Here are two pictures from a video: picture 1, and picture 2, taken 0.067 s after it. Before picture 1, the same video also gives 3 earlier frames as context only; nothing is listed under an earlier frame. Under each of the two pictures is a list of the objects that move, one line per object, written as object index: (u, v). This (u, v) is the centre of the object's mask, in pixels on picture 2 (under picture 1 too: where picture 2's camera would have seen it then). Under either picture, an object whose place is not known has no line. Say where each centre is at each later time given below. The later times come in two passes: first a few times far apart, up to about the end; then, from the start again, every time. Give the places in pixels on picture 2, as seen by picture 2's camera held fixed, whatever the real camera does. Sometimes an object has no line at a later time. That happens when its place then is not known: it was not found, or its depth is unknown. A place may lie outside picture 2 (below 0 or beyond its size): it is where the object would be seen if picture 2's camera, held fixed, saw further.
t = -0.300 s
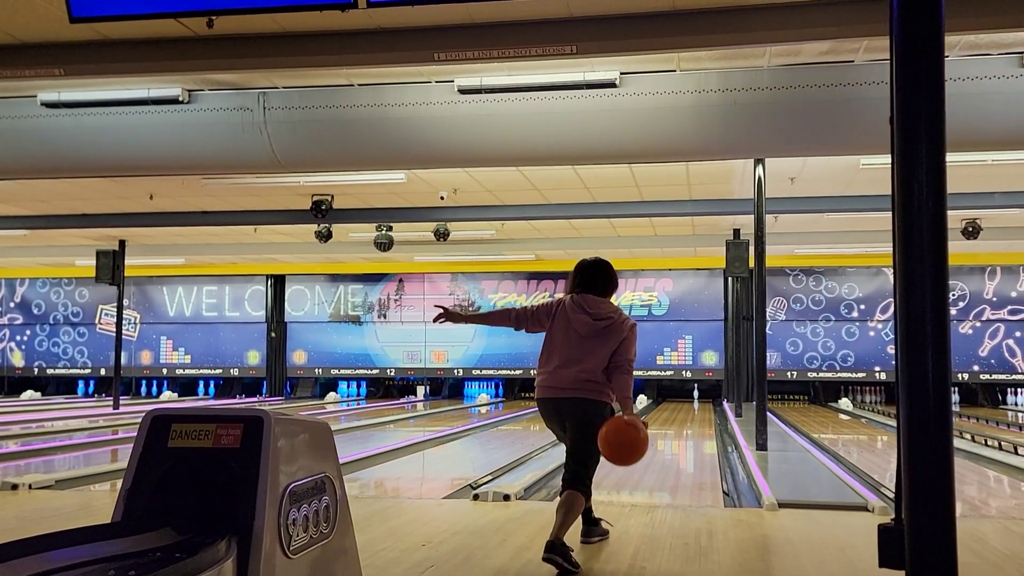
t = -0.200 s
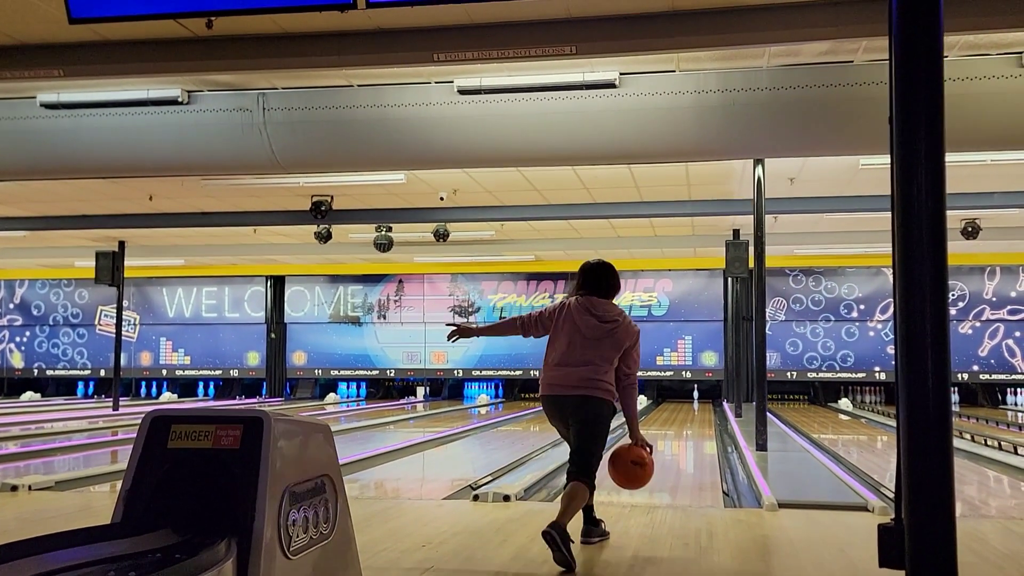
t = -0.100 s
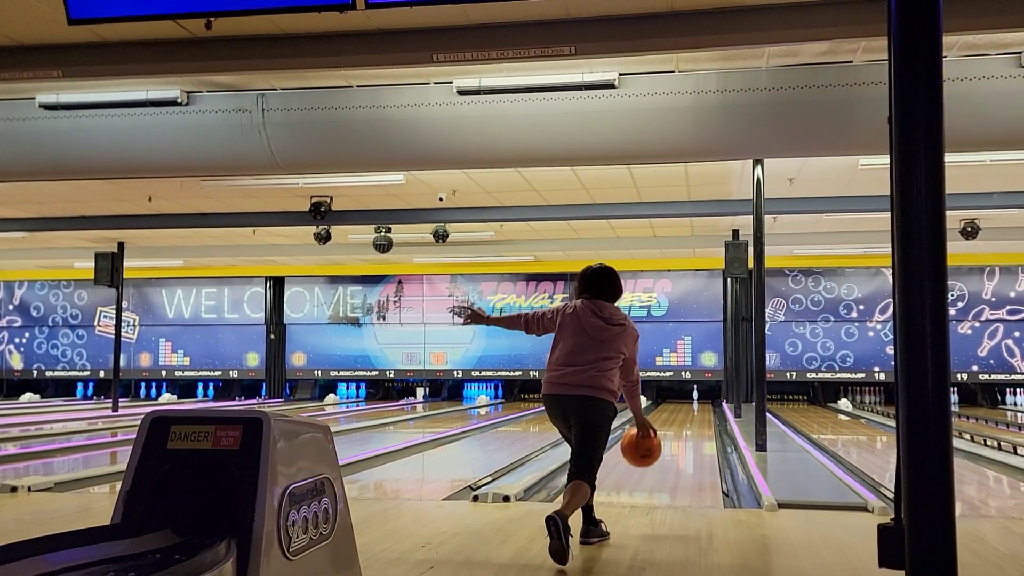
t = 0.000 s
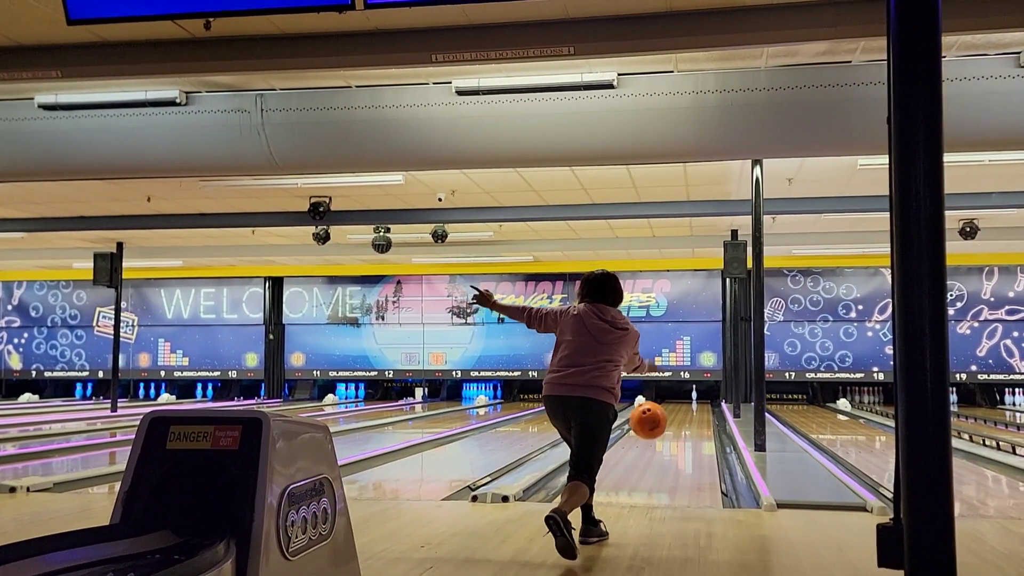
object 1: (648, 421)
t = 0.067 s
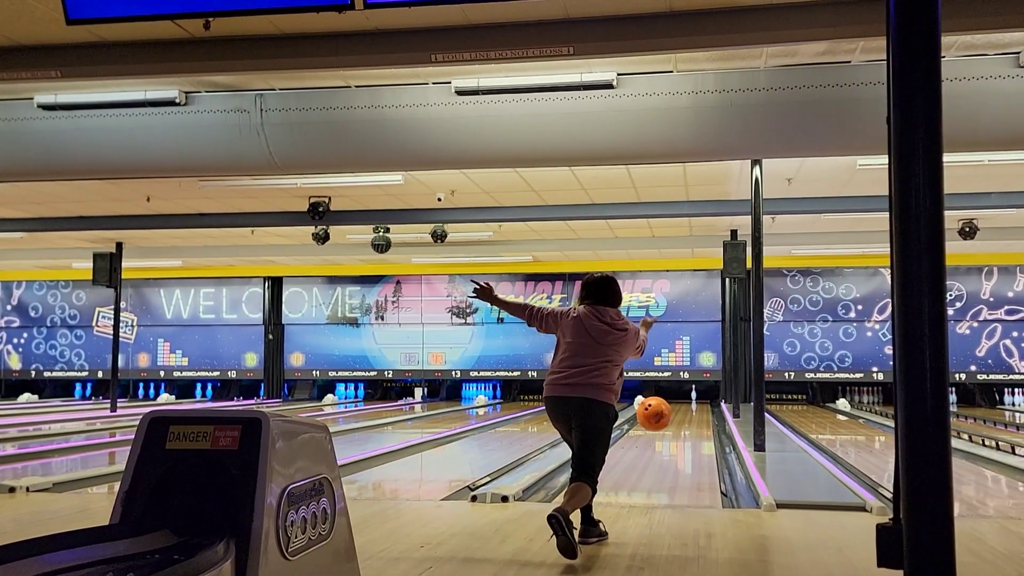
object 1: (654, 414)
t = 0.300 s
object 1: (667, 444)
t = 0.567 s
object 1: (678, 451)
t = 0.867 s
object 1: (685, 438)
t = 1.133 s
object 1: (691, 429)
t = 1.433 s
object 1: (695, 421)
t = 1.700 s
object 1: (698, 416)
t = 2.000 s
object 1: (701, 412)
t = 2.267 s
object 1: (702, 409)
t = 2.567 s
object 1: (703, 406)
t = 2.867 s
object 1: (703, 403)
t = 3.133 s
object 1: (703, 402)
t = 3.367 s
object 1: (704, 401)
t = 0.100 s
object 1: (656, 414)
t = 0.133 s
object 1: (658, 416)
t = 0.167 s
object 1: (660, 420)
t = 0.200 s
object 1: (661, 423)
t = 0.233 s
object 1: (663, 428)
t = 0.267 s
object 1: (665, 436)
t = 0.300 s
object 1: (667, 444)
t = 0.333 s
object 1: (669, 453)
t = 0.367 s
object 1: (670, 463)
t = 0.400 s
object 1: (672, 459)
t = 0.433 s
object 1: (673, 455)
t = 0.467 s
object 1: (674, 452)
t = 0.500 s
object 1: (675, 451)
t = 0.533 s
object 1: (677, 451)
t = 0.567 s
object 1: (678, 451)
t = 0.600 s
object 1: (679, 449)
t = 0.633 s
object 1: (680, 448)
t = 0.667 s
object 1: (680, 446)
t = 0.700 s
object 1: (681, 445)
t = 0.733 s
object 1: (682, 443)
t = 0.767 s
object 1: (683, 442)
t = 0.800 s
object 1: (684, 440)
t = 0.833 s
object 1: (685, 439)
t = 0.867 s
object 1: (685, 438)
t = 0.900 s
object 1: (686, 437)
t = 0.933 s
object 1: (687, 435)
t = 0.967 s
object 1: (688, 434)
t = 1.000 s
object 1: (689, 432)
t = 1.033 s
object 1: (689, 431)
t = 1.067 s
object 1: (690, 430)
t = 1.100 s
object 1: (690, 429)
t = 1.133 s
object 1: (691, 429)
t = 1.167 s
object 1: (691, 428)
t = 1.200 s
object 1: (692, 427)
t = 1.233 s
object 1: (693, 425)
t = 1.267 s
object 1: (693, 425)
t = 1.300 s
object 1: (693, 424)
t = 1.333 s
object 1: (694, 423)
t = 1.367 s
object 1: (694, 422)
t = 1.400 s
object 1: (694, 422)
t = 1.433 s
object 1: (695, 421)
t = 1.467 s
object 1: (696, 420)
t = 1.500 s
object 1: (696, 420)
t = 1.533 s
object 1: (696, 419)
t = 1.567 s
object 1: (697, 418)
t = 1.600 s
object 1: (697, 418)
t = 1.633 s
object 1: (698, 417)
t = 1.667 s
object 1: (698, 417)
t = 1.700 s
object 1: (698, 416)
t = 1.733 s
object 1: (698, 416)
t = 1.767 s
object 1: (699, 415)
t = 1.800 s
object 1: (699, 415)
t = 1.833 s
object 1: (699, 414)
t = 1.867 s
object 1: (700, 414)
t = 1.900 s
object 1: (700, 413)
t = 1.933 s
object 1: (700, 413)
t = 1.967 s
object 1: (700, 412)
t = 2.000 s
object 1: (701, 412)
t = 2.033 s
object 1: (701, 411)
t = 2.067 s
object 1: (701, 411)
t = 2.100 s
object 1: (701, 410)
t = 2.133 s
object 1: (701, 410)
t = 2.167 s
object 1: (701, 410)
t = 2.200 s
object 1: (702, 409)
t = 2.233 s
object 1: (702, 409)
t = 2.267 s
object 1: (702, 409)
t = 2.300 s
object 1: (702, 408)
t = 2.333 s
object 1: (702, 408)
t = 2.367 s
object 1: (702, 407)
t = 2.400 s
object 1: (702, 407)
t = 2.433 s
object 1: (702, 407)
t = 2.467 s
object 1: (703, 406)
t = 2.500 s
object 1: (703, 406)
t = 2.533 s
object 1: (703, 406)
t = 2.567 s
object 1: (703, 406)
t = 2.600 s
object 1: (703, 405)
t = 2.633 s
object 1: (703, 405)
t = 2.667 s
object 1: (703, 405)
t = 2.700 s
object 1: (703, 405)
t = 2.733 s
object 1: (703, 404)
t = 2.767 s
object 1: (703, 404)
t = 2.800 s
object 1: (703, 404)
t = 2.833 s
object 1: (703, 403)
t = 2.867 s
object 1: (703, 403)
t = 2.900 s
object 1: (703, 403)
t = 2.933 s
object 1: (703, 403)
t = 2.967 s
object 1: (703, 403)
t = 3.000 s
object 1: (703, 402)
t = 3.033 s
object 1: (703, 402)
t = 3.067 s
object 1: (703, 402)
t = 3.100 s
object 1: (703, 402)
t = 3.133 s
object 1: (703, 402)
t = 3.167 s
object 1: (703, 402)
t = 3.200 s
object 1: (703, 402)
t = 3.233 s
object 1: (703, 401)
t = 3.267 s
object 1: (704, 401)
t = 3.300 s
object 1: (703, 401)
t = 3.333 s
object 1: (704, 401)
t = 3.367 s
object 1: (704, 401)
